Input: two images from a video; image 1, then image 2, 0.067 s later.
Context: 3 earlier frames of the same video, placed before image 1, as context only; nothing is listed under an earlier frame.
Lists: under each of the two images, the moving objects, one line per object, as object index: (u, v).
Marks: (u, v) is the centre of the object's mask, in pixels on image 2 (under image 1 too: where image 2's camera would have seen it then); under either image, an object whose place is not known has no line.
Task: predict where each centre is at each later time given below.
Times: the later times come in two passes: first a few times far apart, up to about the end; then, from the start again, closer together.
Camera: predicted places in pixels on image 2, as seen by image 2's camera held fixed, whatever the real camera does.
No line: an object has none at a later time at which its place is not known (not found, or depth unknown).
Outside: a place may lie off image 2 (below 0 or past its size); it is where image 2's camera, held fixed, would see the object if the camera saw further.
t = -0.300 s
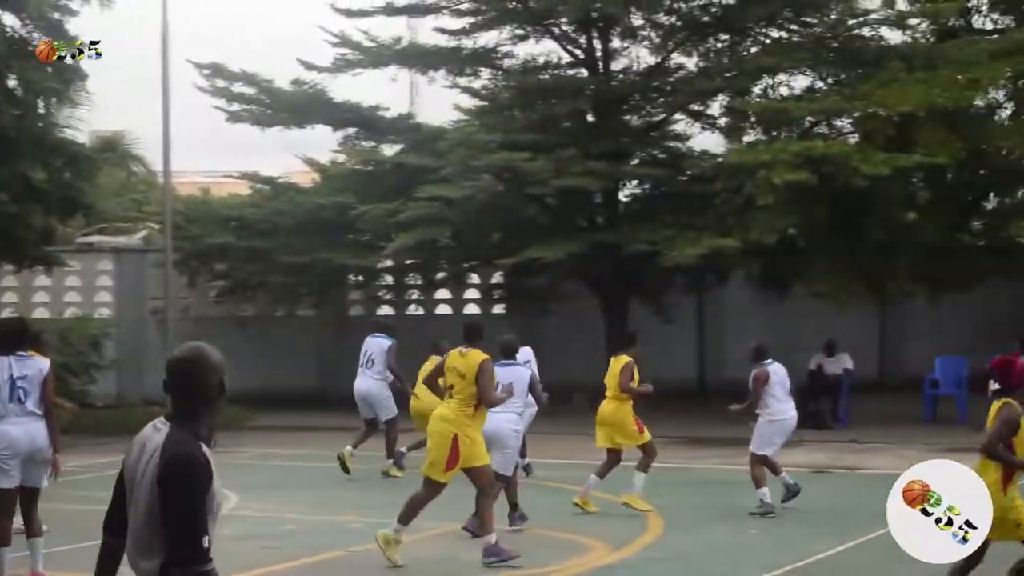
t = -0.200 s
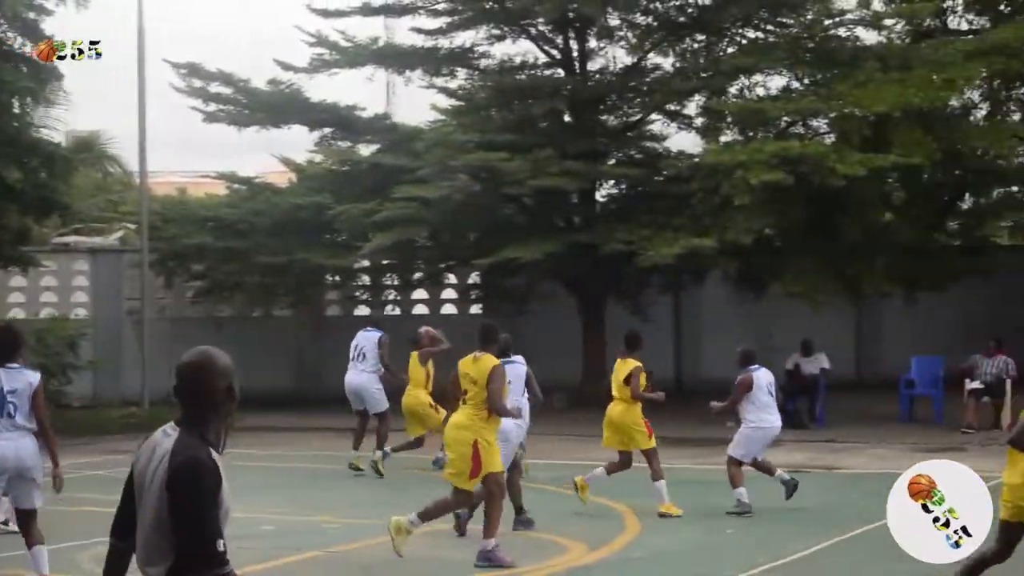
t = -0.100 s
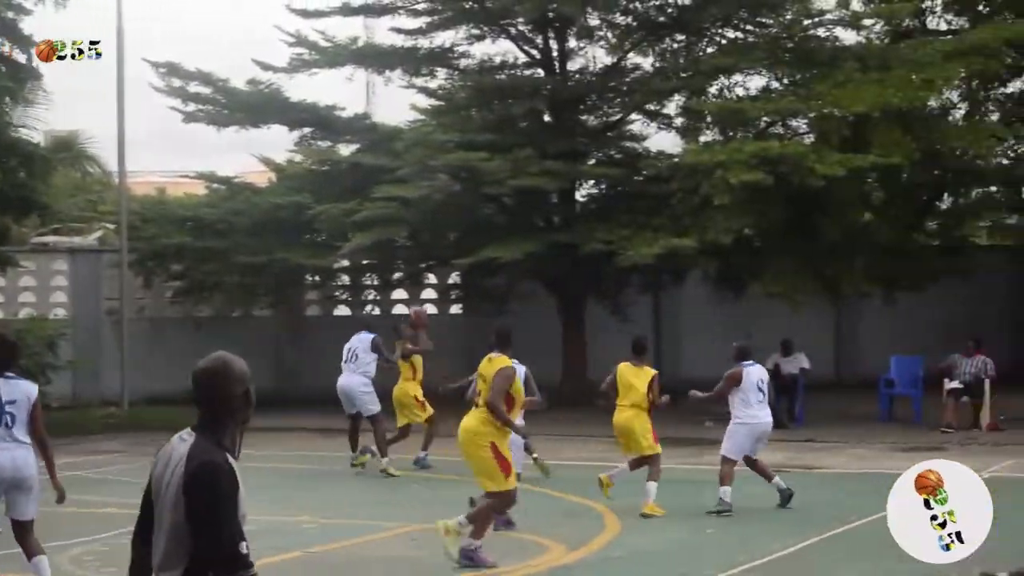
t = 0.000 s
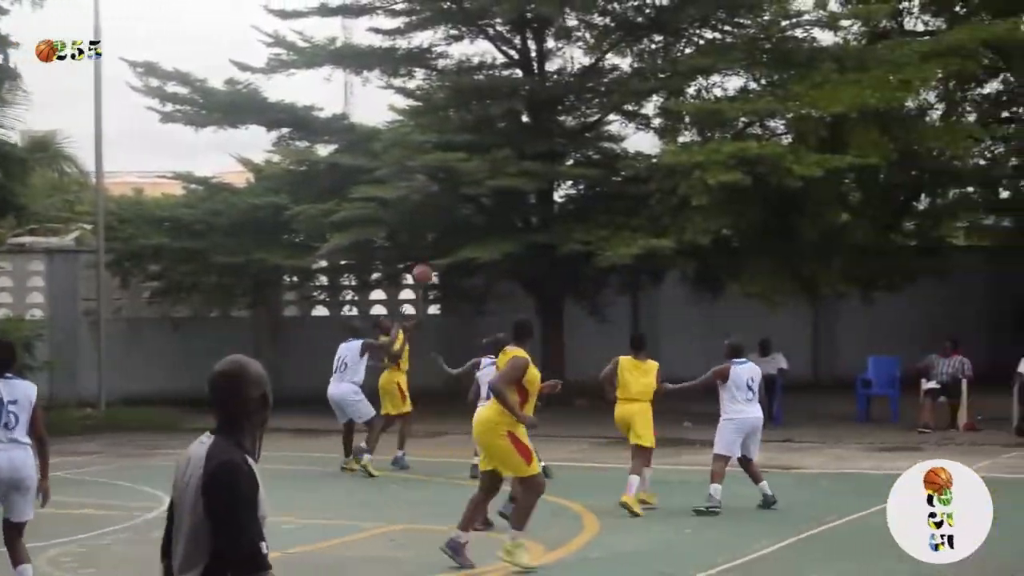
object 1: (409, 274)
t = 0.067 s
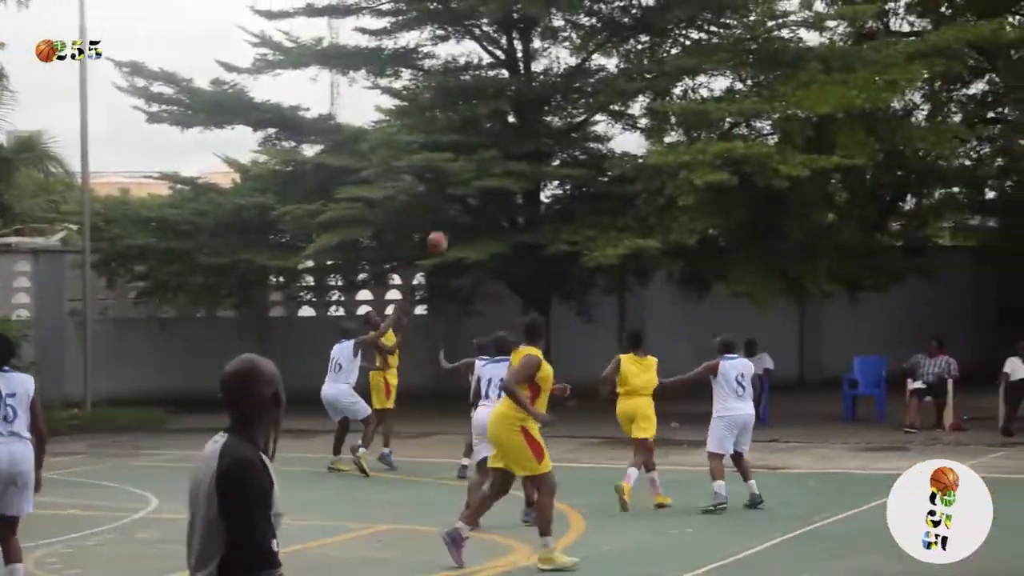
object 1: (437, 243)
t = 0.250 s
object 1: (519, 165)
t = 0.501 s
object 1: (640, 111)
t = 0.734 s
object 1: (763, 105)
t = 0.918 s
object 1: (866, 141)
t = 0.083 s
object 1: (444, 233)
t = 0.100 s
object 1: (452, 226)
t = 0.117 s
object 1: (459, 218)
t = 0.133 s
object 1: (467, 211)
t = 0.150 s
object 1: (474, 204)
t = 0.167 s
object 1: (481, 197)
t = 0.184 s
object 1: (489, 190)
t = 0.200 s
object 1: (496, 183)
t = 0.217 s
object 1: (503, 175)
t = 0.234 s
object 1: (511, 169)
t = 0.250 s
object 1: (519, 165)
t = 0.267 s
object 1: (528, 159)
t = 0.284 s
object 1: (536, 156)
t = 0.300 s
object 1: (545, 152)
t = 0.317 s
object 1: (550, 144)
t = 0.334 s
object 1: (559, 140)
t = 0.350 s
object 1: (567, 135)
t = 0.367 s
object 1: (575, 132)
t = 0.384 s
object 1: (584, 129)
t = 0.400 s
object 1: (590, 128)
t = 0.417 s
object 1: (600, 122)
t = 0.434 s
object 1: (609, 119)
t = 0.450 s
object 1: (617, 116)
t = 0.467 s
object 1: (624, 114)
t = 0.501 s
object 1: (640, 111)
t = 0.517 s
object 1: (649, 106)
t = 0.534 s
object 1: (656, 104)
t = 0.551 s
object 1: (666, 104)
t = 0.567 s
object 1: (675, 104)
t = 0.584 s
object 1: (683, 101)
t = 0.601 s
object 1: (691, 99)
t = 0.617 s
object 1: (701, 99)
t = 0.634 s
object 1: (706, 99)
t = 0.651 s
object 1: (719, 102)
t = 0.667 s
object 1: (727, 102)
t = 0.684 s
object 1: (737, 102)
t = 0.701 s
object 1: (746, 103)
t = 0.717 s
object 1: (755, 104)
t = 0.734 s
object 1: (763, 105)
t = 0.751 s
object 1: (773, 108)
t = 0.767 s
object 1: (782, 110)
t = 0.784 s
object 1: (793, 110)
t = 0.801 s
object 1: (800, 116)
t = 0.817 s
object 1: (810, 120)
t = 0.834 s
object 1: (818, 123)
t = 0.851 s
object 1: (828, 126)
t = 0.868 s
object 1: (837, 129)
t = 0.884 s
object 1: (847, 132)
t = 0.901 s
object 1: (856, 137)
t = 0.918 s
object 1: (866, 141)
